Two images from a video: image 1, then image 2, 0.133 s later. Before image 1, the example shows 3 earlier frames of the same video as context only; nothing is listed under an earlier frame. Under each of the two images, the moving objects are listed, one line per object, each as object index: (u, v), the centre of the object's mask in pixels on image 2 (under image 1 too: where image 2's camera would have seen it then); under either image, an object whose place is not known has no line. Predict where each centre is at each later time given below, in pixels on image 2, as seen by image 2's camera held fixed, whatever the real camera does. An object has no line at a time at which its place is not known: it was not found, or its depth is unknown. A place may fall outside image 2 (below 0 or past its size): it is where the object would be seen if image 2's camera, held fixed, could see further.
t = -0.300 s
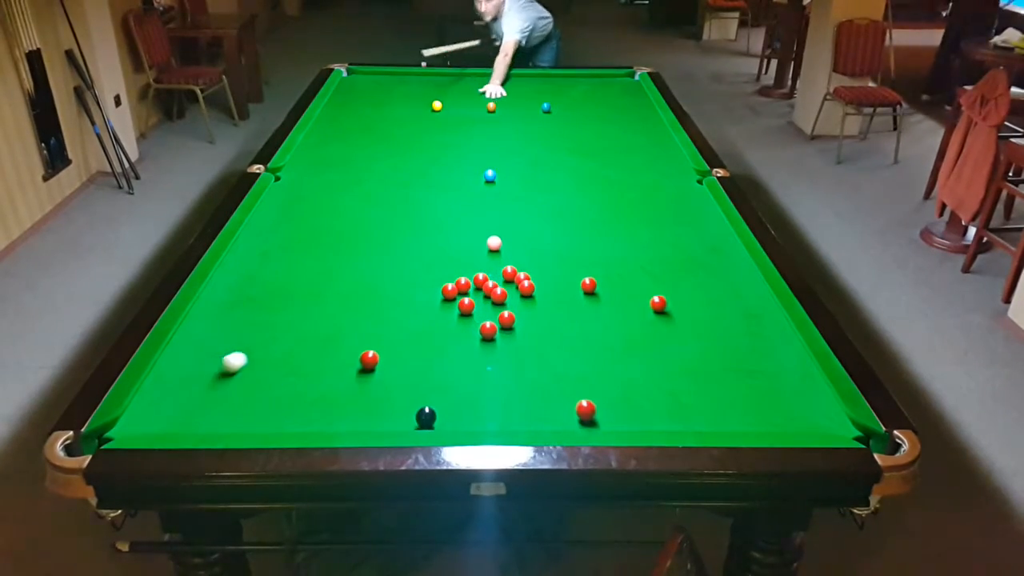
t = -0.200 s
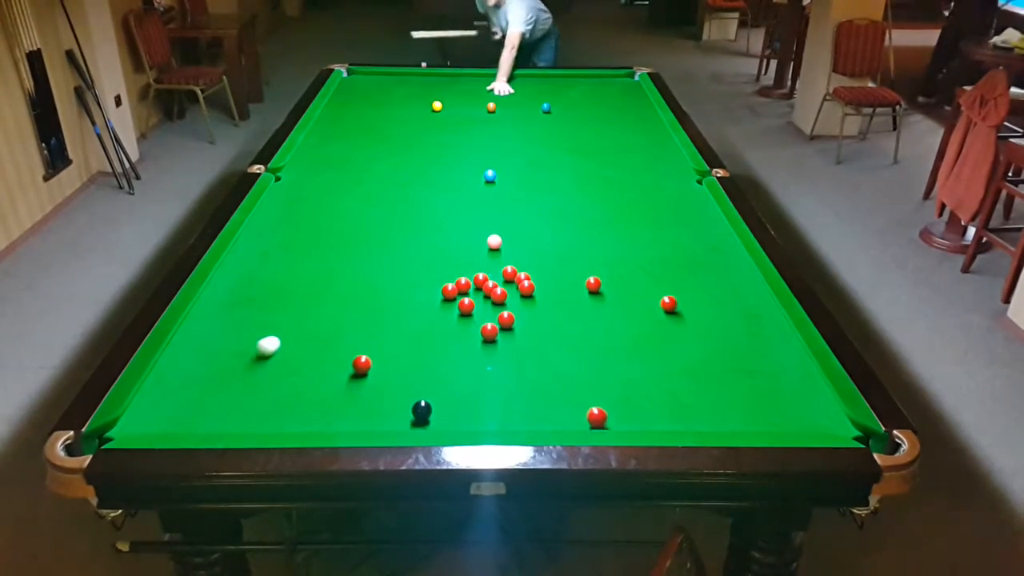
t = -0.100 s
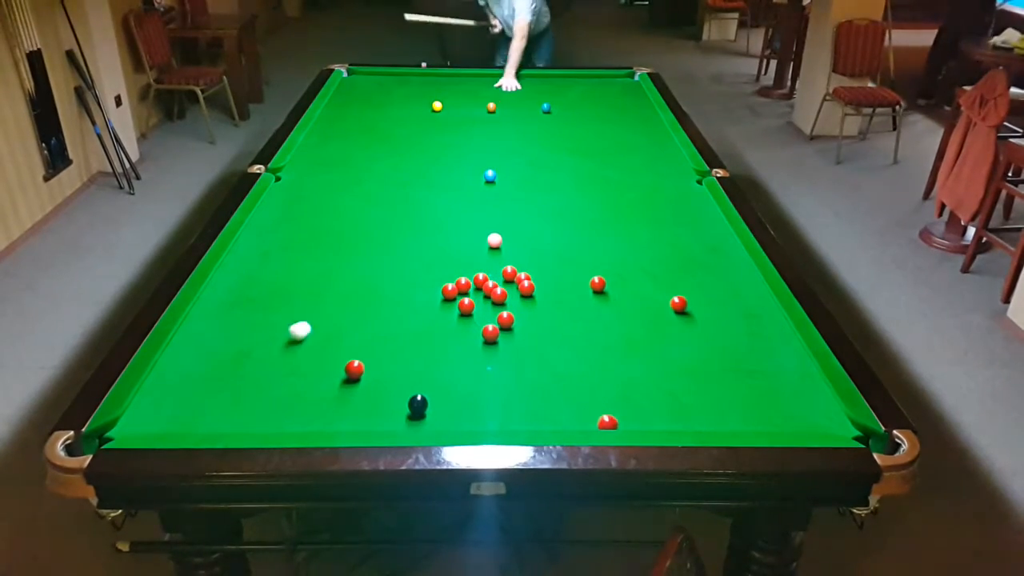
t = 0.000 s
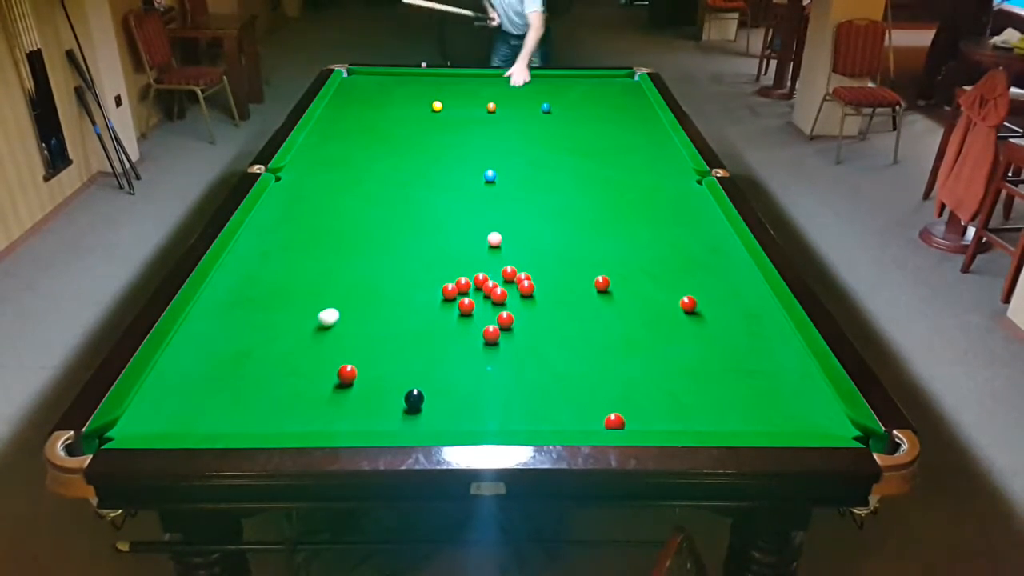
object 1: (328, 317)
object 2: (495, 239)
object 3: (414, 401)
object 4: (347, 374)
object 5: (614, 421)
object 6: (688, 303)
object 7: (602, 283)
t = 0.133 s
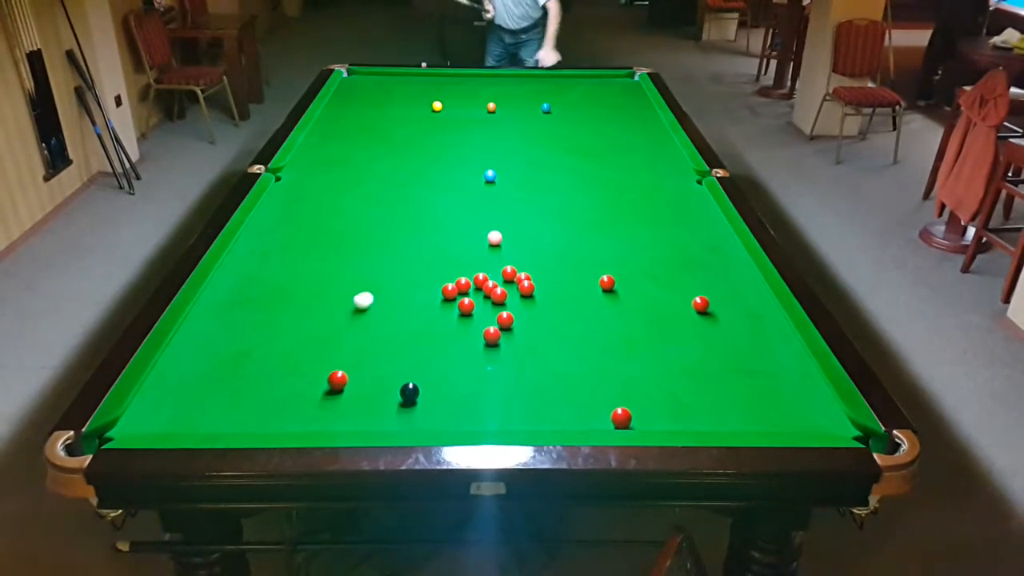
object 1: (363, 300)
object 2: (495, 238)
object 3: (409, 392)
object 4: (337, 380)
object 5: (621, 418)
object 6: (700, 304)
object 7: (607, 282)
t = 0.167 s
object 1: (371, 296)
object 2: (495, 237)
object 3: (408, 391)
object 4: (335, 382)
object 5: (623, 416)
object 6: (703, 304)
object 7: (608, 282)
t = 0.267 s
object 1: (395, 284)
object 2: (494, 236)
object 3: (405, 386)
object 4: (328, 386)
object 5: (627, 412)
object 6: (713, 304)
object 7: (611, 282)
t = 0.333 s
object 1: (409, 277)
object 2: (494, 236)
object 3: (403, 383)
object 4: (324, 389)
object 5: (630, 409)
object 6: (718, 304)
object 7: (614, 282)
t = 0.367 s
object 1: (417, 274)
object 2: (494, 236)
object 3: (402, 381)
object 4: (322, 390)
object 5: (632, 408)
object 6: (721, 304)
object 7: (614, 281)
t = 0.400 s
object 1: (423, 270)
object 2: (494, 236)
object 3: (401, 380)
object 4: (320, 392)
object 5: (633, 407)
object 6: (724, 304)
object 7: (615, 281)
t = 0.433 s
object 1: (430, 267)
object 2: (494, 235)
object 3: (400, 379)
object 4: (318, 393)
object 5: (635, 406)
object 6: (726, 304)
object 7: (616, 281)
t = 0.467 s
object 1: (437, 264)
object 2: (494, 235)
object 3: (399, 378)
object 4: (316, 394)
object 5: (636, 404)
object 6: (729, 304)
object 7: (617, 281)
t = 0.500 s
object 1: (443, 260)
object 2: (494, 235)
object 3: (398, 377)
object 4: (314, 396)
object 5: (637, 403)
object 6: (731, 304)
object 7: (618, 281)
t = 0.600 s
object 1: (462, 251)
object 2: (494, 235)
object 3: (396, 373)
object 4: (308, 399)
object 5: (641, 400)
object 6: (739, 304)
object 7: (620, 281)
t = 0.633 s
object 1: (468, 248)
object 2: (494, 235)
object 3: (395, 372)
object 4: (306, 401)
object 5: (642, 399)
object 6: (741, 304)
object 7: (621, 281)
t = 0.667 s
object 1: (474, 246)
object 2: (494, 235)
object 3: (394, 371)
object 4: (304, 402)
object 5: (643, 398)
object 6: (744, 305)
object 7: (622, 281)
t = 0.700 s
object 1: (480, 243)
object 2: (494, 235)
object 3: (393, 370)
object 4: (302, 403)
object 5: (644, 397)
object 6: (746, 305)
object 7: (622, 281)
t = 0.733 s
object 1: (485, 241)
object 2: (495, 233)
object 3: (393, 369)
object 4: (301, 404)
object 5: (645, 396)
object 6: (748, 305)
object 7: (623, 281)
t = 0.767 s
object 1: (490, 239)
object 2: (497, 231)
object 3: (392, 368)
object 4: (299, 406)
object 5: (646, 395)
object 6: (751, 305)
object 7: (623, 280)
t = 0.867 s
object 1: (500, 239)
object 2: (501, 225)
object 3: (390, 365)
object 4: (294, 409)
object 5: (650, 393)
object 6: (757, 305)
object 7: (625, 280)
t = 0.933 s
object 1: (506, 238)
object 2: (504, 222)
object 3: (389, 364)
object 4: (291, 411)
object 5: (651, 391)
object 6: (761, 305)
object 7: (626, 280)
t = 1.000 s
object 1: (513, 237)
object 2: (507, 218)
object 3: (388, 362)
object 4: (288, 413)
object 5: (653, 390)
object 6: (765, 305)
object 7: (626, 280)
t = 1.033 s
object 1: (516, 237)
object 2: (508, 217)
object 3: (387, 362)
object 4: (287, 414)
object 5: (654, 389)
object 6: (767, 306)
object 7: (626, 280)
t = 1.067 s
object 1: (519, 237)
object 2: (510, 215)
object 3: (387, 361)
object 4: (285, 415)
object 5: (655, 389)
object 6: (769, 306)
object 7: (626, 280)
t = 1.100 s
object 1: (522, 236)
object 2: (511, 213)
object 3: (386, 360)
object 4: (284, 416)
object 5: (655, 388)
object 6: (768, 306)
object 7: (627, 280)
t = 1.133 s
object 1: (526, 236)
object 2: (513, 211)
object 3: (386, 359)
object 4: (282, 417)
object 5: (656, 387)
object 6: (766, 306)
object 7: (627, 280)
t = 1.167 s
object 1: (528, 236)
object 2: (514, 210)
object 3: (385, 359)
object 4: (281, 418)
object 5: (657, 387)
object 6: (765, 306)
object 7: (627, 280)
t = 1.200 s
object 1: (532, 235)
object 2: (516, 208)
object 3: (385, 358)
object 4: (280, 418)
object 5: (658, 386)
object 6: (764, 306)
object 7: (627, 280)
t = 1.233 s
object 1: (534, 235)
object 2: (517, 206)
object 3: (384, 357)
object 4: (278, 419)
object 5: (658, 386)
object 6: (763, 306)
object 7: (627, 280)
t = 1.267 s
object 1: (538, 235)
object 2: (518, 205)
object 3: (384, 357)
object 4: (277, 420)
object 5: (659, 385)
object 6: (762, 306)
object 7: (627, 280)
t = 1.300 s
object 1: (541, 235)
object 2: (520, 203)
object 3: (384, 356)
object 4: (276, 421)
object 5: (660, 385)
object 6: (761, 306)
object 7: (627, 280)
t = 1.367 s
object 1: (546, 234)
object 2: (522, 200)
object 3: (383, 356)
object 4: (273, 422)
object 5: (661, 384)
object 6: (759, 306)
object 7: (626, 280)
